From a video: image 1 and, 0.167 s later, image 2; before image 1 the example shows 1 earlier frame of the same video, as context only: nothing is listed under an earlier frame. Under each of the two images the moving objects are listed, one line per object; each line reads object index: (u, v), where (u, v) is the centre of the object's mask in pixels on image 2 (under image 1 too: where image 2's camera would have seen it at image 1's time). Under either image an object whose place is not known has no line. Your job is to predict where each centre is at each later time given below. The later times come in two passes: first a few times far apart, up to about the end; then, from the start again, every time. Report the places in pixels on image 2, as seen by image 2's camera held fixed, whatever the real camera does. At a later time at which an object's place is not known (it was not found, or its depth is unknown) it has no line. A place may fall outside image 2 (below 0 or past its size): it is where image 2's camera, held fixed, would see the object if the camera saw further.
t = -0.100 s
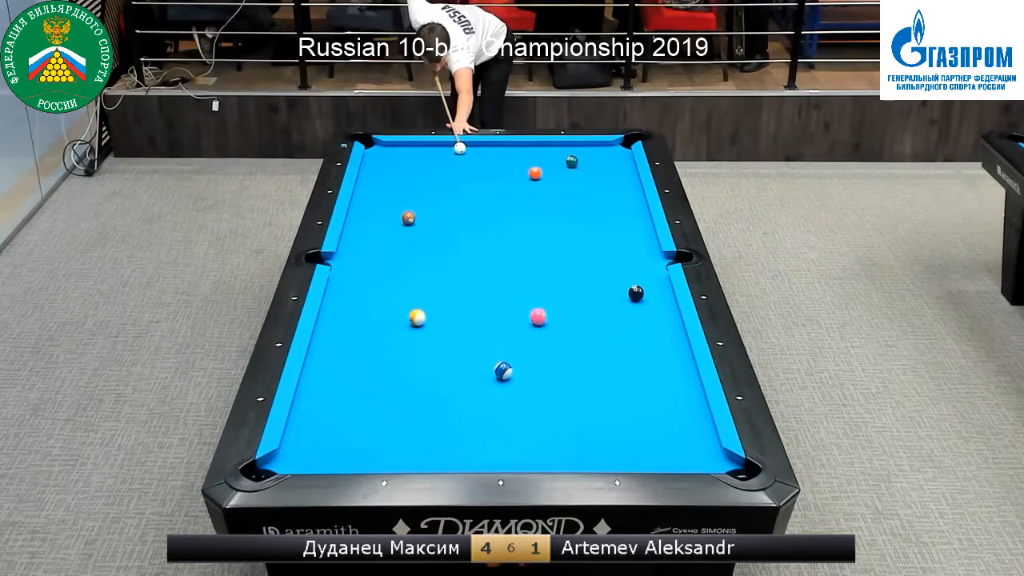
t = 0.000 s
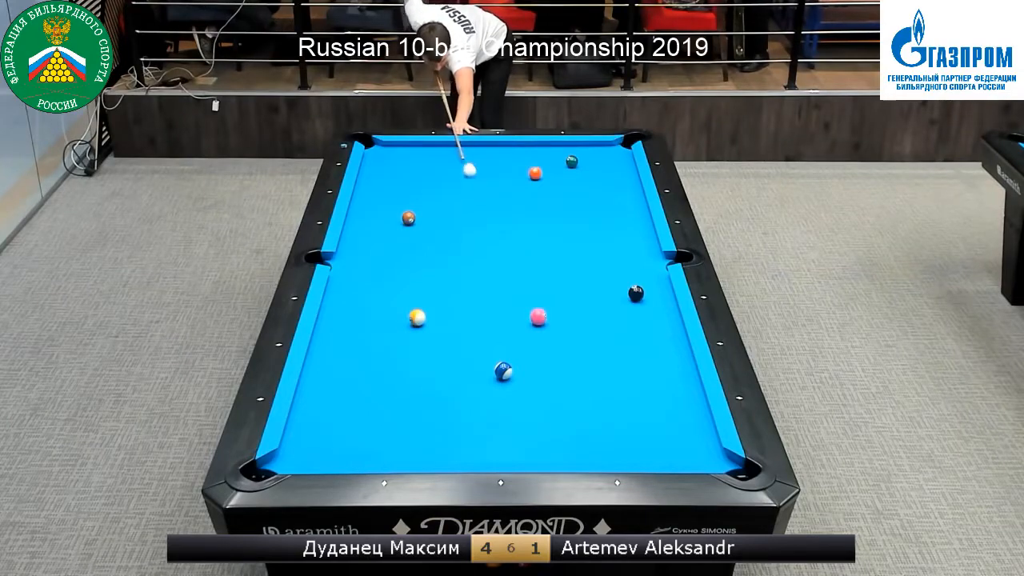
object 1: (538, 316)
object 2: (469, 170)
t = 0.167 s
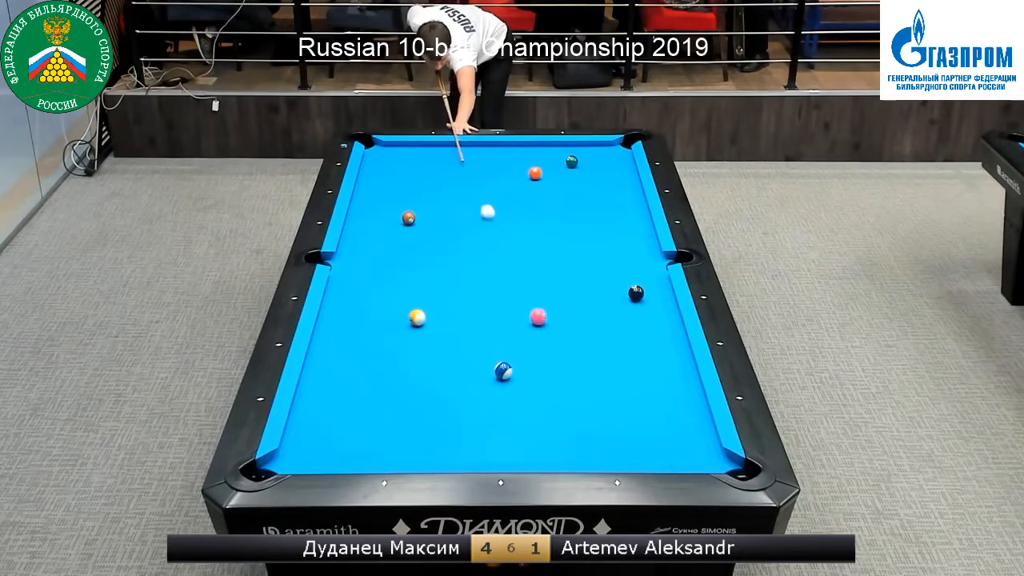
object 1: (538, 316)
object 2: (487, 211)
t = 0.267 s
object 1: (538, 316)
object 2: (500, 240)
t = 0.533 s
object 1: (560, 335)
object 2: (518, 314)
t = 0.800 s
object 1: (662, 422)
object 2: (479, 346)
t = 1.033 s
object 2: (448, 385)
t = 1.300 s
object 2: (410, 434)
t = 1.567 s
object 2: (379, 445)
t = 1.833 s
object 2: (362, 417)
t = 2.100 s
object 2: (346, 392)
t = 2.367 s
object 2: (332, 369)
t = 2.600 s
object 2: (322, 351)
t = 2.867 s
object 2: (324, 335)
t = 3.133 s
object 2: (335, 322)
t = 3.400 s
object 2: (346, 309)
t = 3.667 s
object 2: (355, 299)
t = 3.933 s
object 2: (363, 289)
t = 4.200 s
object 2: (371, 281)
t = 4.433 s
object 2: (377, 275)
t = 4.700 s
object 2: (383, 268)
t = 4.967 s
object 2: (388, 262)
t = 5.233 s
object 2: (393, 258)
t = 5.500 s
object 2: (397, 254)
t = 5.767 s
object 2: (400, 251)
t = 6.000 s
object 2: (402, 249)
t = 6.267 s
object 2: (404, 248)
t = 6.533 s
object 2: (404, 247)
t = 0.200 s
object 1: (538, 316)
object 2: (491, 221)
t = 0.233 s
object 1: (538, 316)
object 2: (495, 230)
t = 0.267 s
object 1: (538, 316)
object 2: (500, 240)
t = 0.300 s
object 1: (538, 316)
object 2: (504, 250)
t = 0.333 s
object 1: (538, 316)
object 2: (509, 261)
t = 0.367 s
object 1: (538, 316)
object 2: (513, 272)
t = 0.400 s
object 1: (538, 316)
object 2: (519, 283)
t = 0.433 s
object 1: (538, 316)
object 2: (523, 295)
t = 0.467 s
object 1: (538, 316)
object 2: (528, 306)
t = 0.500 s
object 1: (548, 324)
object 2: (524, 312)
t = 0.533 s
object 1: (560, 335)
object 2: (518, 314)
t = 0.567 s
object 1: (573, 345)
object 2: (512, 317)
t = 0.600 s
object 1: (585, 356)
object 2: (506, 320)
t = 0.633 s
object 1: (598, 367)
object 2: (501, 323)
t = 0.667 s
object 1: (611, 378)
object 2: (496, 327)
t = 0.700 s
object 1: (624, 389)
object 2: (492, 331)
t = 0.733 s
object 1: (637, 400)
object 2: (487, 336)
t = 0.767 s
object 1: (649, 411)
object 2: (483, 341)
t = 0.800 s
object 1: (662, 422)
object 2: (479, 346)
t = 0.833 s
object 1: (674, 433)
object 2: (474, 351)
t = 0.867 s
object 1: (686, 444)
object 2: (470, 357)
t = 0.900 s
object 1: (699, 453)
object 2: (466, 362)
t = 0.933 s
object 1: (712, 461)
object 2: (461, 368)
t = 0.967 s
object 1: (730, 466)
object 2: (457, 373)
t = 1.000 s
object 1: (743, 472)
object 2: (453, 379)
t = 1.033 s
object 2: (448, 385)
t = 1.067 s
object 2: (444, 391)
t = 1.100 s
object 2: (439, 396)
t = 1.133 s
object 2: (434, 402)
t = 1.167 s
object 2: (429, 409)
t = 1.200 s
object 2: (425, 414)
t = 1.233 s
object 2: (419, 421)
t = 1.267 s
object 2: (414, 427)
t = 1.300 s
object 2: (410, 434)
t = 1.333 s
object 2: (404, 440)
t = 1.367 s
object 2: (399, 447)
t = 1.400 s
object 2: (394, 452)
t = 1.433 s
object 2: (389, 456)
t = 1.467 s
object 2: (386, 455)
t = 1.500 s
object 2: (383, 452)
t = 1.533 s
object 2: (381, 448)
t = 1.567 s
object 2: (379, 445)
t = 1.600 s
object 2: (377, 441)
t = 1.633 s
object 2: (374, 438)
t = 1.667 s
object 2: (372, 434)
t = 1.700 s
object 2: (370, 430)
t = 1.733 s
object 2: (368, 427)
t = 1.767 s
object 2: (366, 423)
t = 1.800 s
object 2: (364, 420)
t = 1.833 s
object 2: (362, 417)
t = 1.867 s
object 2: (360, 414)
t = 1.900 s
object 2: (358, 410)
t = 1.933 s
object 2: (356, 407)
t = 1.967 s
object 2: (354, 404)
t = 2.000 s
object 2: (352, 401)
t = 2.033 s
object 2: (350, 398)
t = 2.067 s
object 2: (348, 395)
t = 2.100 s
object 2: (346, 392)
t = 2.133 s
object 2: (344, 389)
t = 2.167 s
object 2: (342, 386)
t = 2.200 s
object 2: (341, 383)
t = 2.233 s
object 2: (339, 380)
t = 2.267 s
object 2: (337, 377)
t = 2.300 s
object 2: (335, 375)
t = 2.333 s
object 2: (334, 372)
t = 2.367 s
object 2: (332, 369)
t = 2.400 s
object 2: (331, 367)
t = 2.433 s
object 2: (329, 364)
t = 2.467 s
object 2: (328, 361)
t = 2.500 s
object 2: (326, 359)
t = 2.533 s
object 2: (324, 356)
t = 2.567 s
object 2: (323, 354)
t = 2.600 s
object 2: (322, 351)
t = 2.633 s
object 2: (320, 349)
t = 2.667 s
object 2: (319, 347)
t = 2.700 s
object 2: (317, 345)
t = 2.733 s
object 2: (318, 342)
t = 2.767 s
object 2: (319, 341)
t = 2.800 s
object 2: (321, 339)
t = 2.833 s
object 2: (322, 337)
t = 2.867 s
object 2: (324, 335)
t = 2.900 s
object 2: (326, 333)
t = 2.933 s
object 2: (327, 332)
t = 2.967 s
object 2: (328, 330)
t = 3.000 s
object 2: (330, 328)
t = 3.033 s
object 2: (331, 326)
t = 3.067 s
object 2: (333, 325)
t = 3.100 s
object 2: (334, 323)
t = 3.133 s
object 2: (335, 322)
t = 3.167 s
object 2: (337, 320)
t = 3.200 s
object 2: (338, 318)
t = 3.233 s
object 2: (340, 317)
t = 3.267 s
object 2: (341, 315)
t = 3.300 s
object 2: (342, 314)
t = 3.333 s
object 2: (344, 312)
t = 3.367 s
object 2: (345, 311)
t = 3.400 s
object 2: (346, 309)
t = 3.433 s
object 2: (347, 308)
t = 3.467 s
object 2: (348, 307)
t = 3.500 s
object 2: (349, 305)
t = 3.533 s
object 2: (350, 304)
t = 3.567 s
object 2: (352, 303)
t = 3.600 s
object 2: (353, 301)
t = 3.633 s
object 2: (354, 300)
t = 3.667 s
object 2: (355, 299)
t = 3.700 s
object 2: (356, 297)
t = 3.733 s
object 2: (357, 296)
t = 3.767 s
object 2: (358, 295)
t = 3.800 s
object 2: (359, 294)
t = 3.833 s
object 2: (360, 292)
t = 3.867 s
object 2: (361, 291)
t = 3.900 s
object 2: (362, 290)
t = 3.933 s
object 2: (363, 289)
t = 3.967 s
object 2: (365, 288)
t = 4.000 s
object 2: (365, 287)
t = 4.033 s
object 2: (366, 286)
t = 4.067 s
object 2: (367, 285)
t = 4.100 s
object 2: (368, 284)
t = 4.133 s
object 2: (369, 283)
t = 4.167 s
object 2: (370, 282)
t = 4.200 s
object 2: (371, 281)
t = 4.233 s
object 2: (372, 280)
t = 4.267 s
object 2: (373, 279)
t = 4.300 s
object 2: (374, 278)
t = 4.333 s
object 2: (375, 277)
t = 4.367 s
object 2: (375, 276)
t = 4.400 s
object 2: (376, 275)
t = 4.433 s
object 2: (377, 275)
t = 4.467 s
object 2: (378, 274)
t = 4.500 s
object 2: (379, 273)
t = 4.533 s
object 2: (380, 272)
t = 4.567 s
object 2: (380, 271)
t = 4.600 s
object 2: (381, 270)
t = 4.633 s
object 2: (382, 270)
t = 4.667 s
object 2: (383, 269)
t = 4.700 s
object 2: (383, 268)
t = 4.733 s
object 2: (384, 267)
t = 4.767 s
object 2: (385, 267)
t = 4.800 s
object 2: (385, 266)
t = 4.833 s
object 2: (386, 265)
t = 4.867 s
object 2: (386, 264)
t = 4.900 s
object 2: (387, 264)
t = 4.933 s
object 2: (388, 263)
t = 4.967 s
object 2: (388, 262)
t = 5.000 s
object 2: (389, 262)
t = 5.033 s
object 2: (390, 261)
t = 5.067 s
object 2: (390, 261)
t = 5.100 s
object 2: (391, 260)
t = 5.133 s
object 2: (391, 260)
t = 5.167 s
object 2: (392, 259)
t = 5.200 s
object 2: (393, 258)
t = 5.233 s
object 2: (393, 258)
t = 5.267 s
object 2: (394, 257)
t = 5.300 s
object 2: (394, 257)
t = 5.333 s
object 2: (395, 256)
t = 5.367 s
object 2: (395, 256)
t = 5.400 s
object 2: (395, 255)
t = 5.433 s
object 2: (396, 255)
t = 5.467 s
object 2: (397, 254)
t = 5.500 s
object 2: (397, 254)
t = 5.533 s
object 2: (398, 254)
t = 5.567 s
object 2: (398, 253)
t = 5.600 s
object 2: (398, 253)
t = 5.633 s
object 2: (399, 252)
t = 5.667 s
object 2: (399, 252)
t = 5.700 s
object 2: (400, 252)
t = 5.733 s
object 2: (400, 251)
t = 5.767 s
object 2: (400, 251)
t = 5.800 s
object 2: (401, 251)
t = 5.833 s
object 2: (401, 251)
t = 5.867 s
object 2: (401, 250)
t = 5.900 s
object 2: (402, 250)
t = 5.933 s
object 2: (402, 250)
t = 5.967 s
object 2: (402, 250)
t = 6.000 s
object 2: (402, 249)
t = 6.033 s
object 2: (403, 249)
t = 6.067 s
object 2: (403, 249)
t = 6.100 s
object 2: (403, 249)
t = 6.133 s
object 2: (403, 248)
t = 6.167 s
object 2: (403, 248)
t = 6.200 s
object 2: (403, 248)
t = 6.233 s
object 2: (404, 248)
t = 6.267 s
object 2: (404, 248)
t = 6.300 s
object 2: (404, 247)
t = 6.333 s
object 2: (404, 247)
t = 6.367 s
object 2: (404, 247)
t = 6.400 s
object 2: (404, 247)
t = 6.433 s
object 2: (404, 247)
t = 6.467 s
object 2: (404, 247)
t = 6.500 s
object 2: (404, 247)
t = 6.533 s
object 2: (404, 247)
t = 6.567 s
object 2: (404, 247)
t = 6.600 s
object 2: (404, 246)
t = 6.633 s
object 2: (404, 246)
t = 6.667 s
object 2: (404, 246)
